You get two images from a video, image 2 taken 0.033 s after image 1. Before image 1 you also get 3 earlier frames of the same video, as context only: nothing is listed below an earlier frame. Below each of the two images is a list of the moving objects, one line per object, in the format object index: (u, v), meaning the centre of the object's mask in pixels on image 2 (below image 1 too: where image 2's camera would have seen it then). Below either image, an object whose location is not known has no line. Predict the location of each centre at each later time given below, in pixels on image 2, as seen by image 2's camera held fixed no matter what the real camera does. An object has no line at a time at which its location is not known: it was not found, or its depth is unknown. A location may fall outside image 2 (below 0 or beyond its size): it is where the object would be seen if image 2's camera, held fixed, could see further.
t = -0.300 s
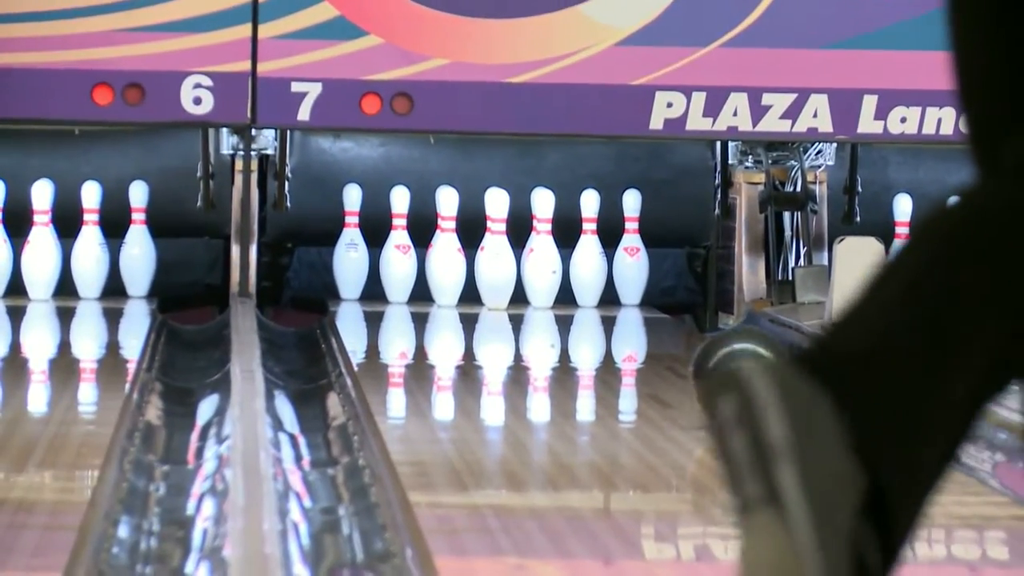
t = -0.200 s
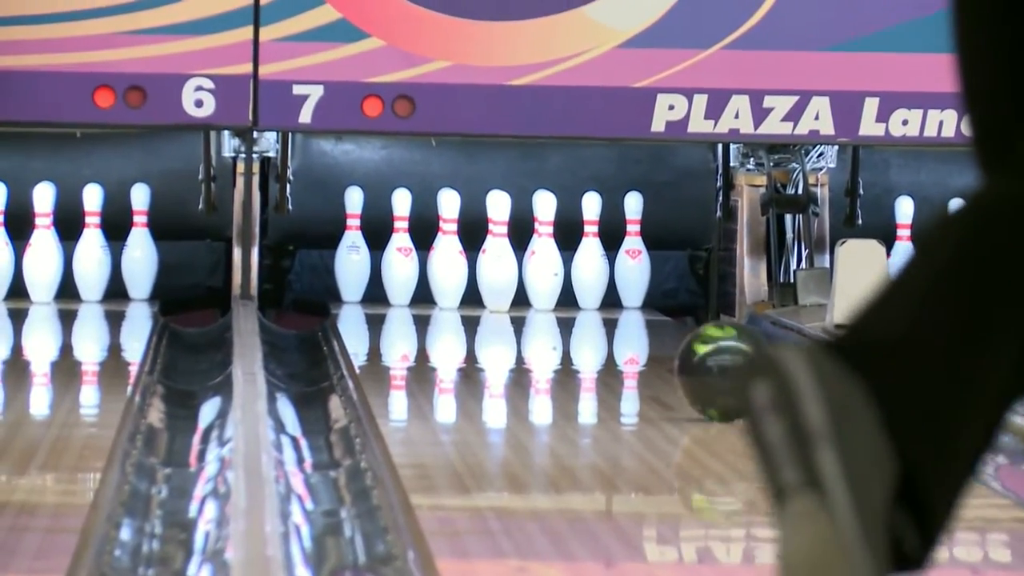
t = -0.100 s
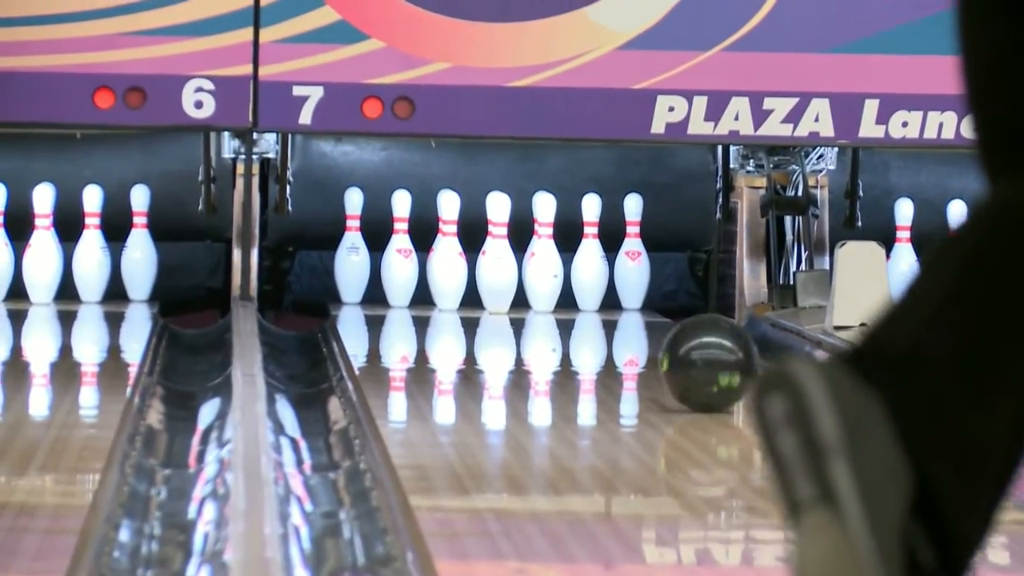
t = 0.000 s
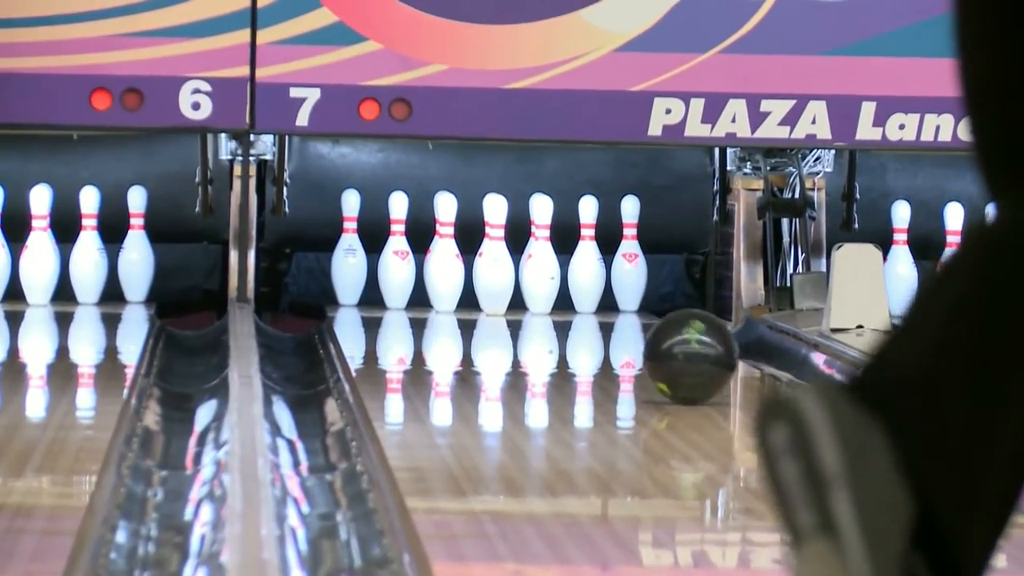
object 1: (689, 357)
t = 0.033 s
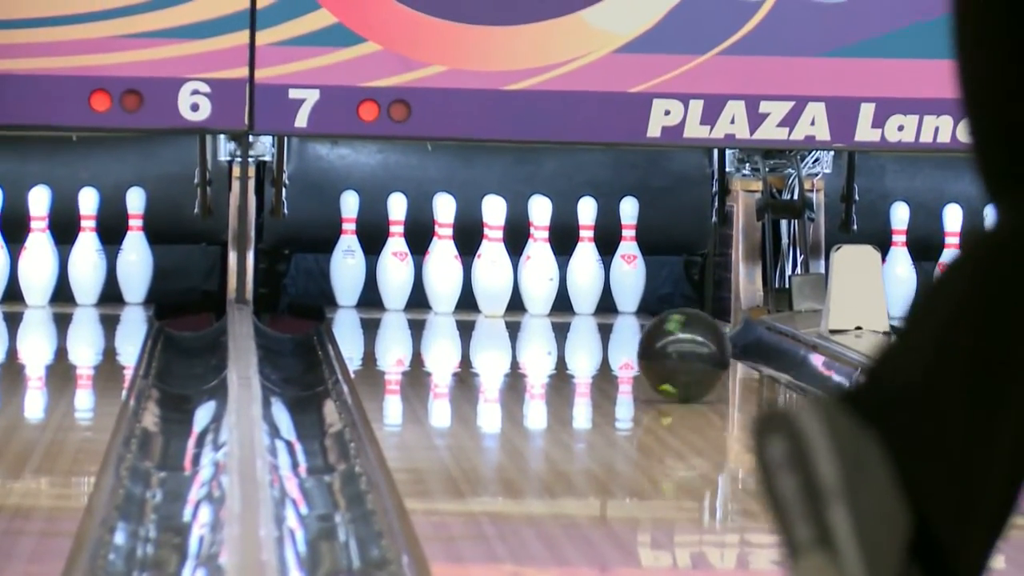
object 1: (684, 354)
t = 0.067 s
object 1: (678, 352)
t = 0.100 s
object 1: (673, 350)
